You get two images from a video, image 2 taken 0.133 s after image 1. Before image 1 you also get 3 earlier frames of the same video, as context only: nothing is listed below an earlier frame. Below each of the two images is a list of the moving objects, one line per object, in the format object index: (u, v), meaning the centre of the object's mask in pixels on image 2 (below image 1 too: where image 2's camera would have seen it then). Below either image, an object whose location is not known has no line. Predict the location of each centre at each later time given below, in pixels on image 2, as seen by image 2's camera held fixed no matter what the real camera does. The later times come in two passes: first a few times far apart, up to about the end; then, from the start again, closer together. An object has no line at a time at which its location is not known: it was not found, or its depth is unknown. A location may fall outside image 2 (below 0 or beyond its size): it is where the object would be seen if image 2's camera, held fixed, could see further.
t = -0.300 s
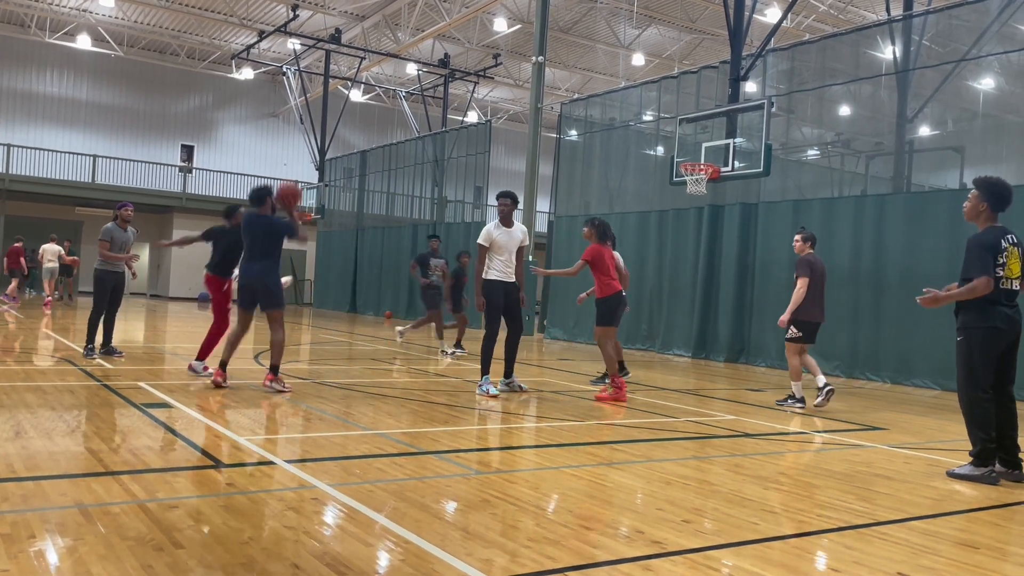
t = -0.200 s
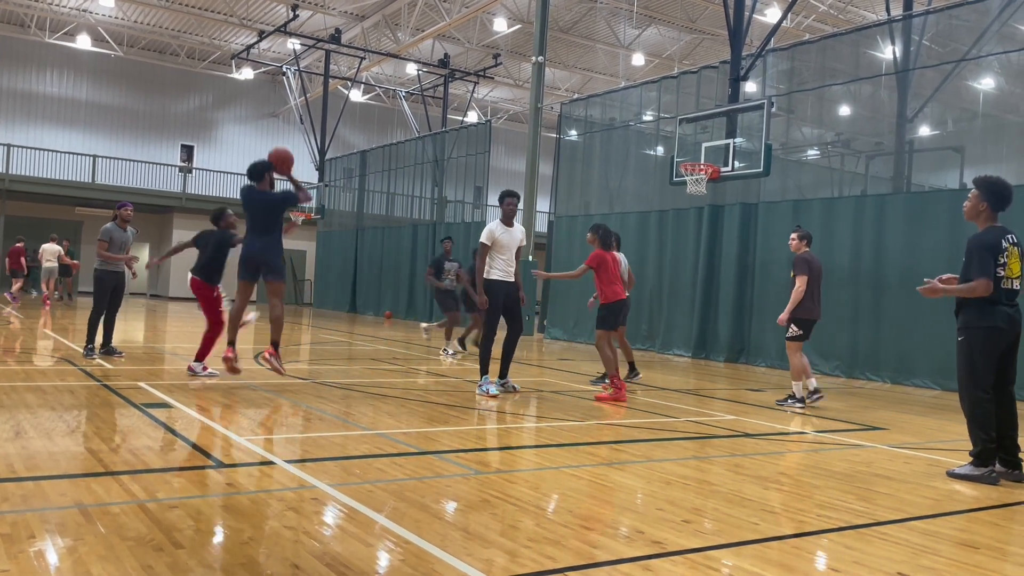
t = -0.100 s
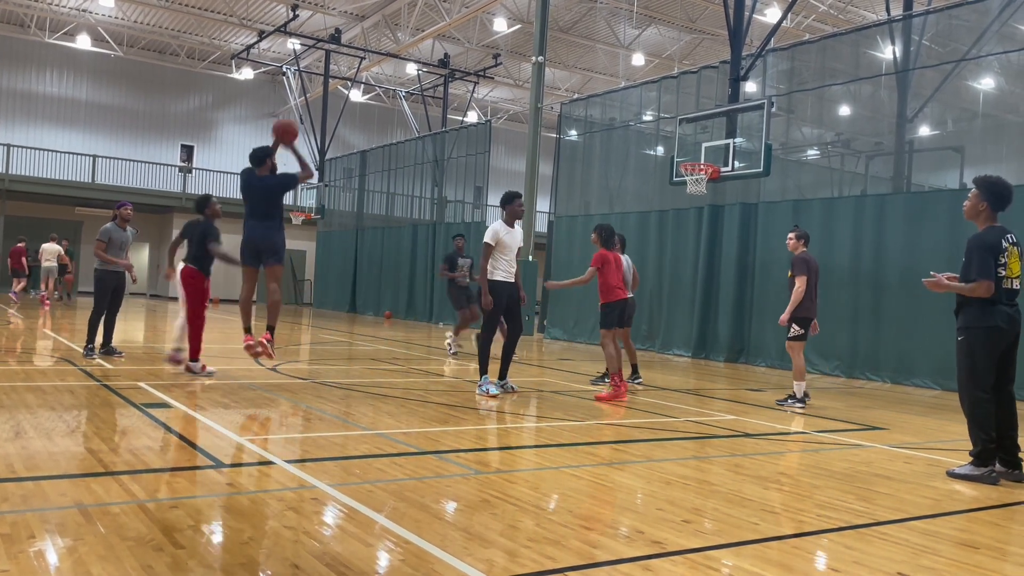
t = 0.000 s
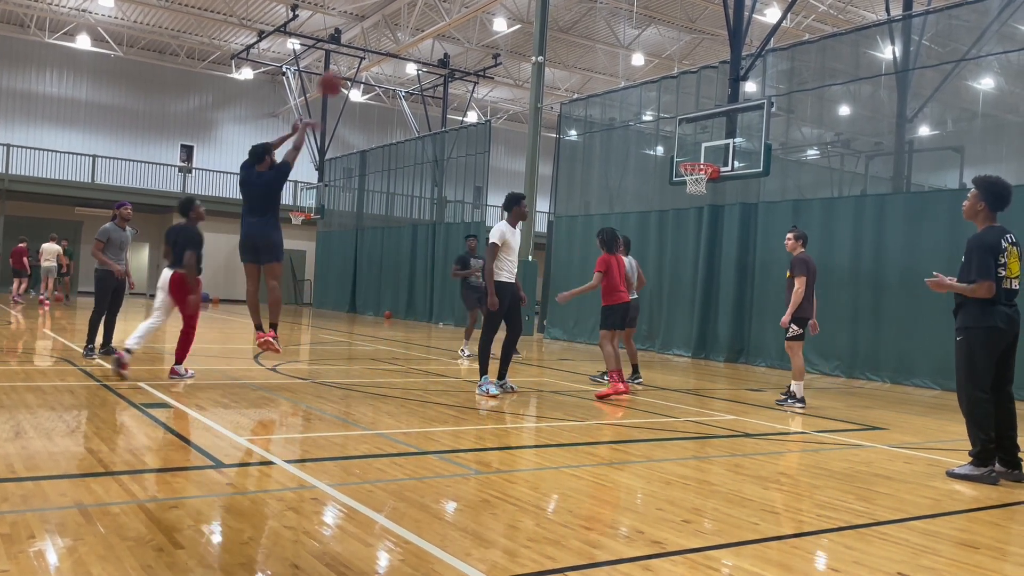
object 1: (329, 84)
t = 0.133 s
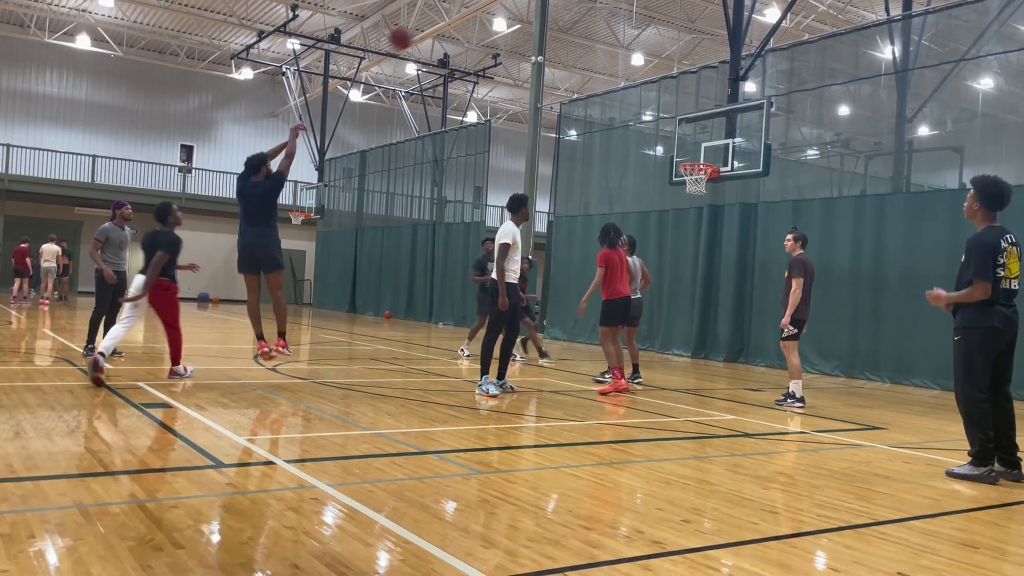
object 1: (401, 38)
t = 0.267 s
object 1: (461, 13)
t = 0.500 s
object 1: (548, 12)
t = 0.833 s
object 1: (641, 76)
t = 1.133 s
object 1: (700, 156)
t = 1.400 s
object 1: (740, 130)
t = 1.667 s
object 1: (786, 157)
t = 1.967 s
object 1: (848, 273)
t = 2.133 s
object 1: (889, 394)
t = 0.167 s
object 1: (416, 30)
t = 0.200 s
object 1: (432, 24)
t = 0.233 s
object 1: (446, 19)
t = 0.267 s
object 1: (461, 13)
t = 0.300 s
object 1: (474, 11)
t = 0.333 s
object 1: (487, 9)
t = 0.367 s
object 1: (502, 8)
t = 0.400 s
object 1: (514, 8)
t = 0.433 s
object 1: (525, 9)
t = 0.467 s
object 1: (537, 9)
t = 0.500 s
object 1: (548, 12)
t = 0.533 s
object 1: (558, 15)
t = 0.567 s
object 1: (569, 19)
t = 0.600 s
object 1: (579, 23)
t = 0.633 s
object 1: (588, 29)
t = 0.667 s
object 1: (597, 35)
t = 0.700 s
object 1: (606, 42)
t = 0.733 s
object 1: (615, 50)
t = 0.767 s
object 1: (624, 58)
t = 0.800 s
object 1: (632, 68)
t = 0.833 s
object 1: (641, 76)
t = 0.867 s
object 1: (649, 85)
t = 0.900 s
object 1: (657, 95)
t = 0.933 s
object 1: (664, 106)
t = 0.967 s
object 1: (670, 118)
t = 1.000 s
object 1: (677, 129)
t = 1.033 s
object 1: (684, 143)
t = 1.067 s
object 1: (690, 154)
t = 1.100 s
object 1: (695, 159)
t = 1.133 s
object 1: (700, 156)
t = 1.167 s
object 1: (705, 151)
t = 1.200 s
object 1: (710, 146)
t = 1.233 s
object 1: (714, 142)
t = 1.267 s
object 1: (720, 138)
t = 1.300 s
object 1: (725, 135)
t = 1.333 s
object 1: (730, 132)
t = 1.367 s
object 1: (735, 131)
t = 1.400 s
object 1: (740, 130)
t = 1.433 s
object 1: (746, 131)
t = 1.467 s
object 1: (751, 131)
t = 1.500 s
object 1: (756, 134)
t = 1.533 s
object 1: (762, 136)
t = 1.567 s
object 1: (768, 140)
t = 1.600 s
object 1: (774, 144)
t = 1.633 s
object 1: (780, 150)
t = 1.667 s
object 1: (786, 157)
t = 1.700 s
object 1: (792, 165)
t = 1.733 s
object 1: (799, 174)
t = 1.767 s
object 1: (805, 183)
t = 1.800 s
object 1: (812, 195)
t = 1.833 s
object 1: (819, 208)
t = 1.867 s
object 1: (826, 222)
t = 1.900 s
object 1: (833, 237)
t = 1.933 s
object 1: (840, 254)
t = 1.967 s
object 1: (848, 273)
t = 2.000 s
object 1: (855, 293)
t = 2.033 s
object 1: (863, 316)
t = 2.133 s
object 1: (889, 394)
